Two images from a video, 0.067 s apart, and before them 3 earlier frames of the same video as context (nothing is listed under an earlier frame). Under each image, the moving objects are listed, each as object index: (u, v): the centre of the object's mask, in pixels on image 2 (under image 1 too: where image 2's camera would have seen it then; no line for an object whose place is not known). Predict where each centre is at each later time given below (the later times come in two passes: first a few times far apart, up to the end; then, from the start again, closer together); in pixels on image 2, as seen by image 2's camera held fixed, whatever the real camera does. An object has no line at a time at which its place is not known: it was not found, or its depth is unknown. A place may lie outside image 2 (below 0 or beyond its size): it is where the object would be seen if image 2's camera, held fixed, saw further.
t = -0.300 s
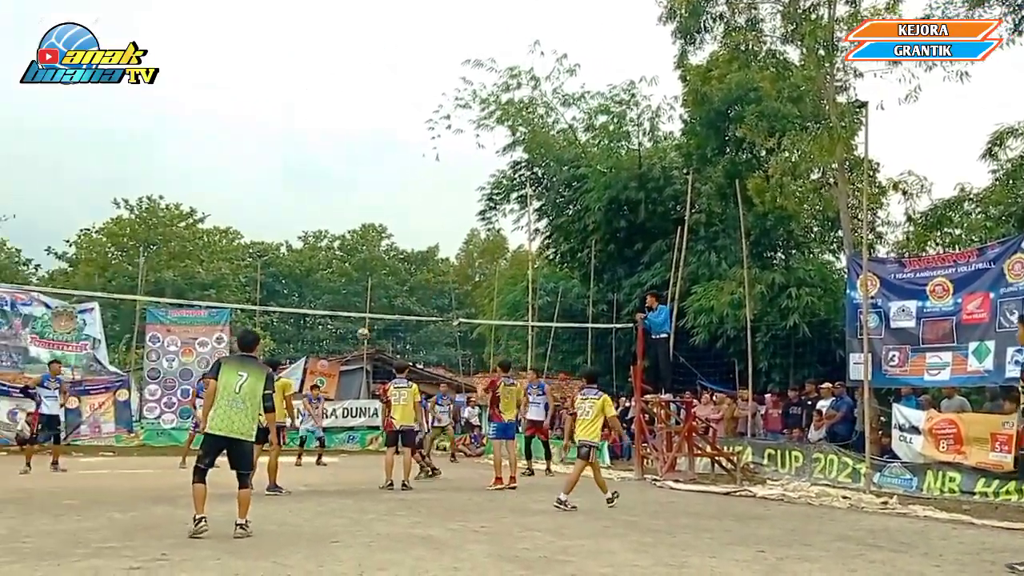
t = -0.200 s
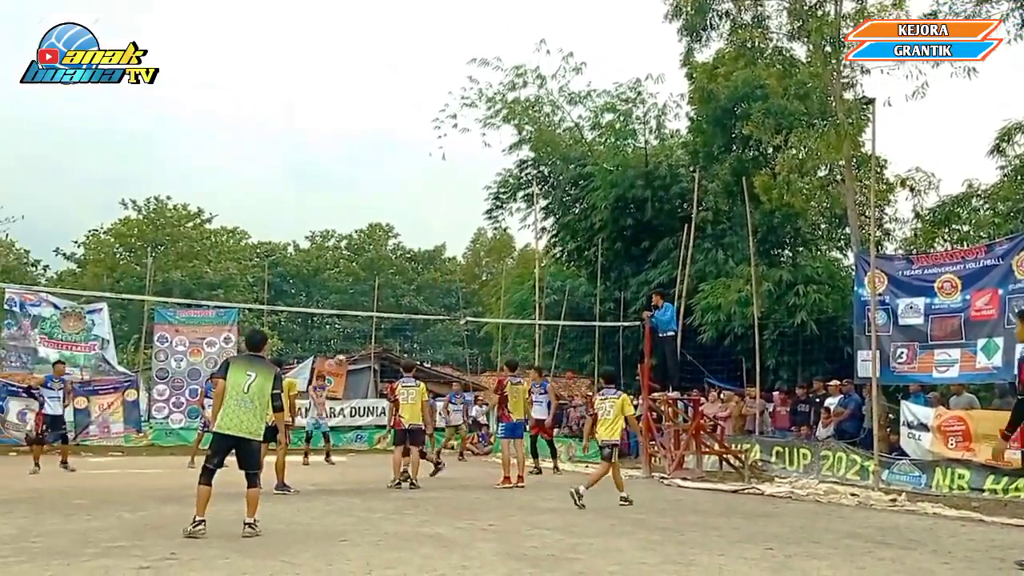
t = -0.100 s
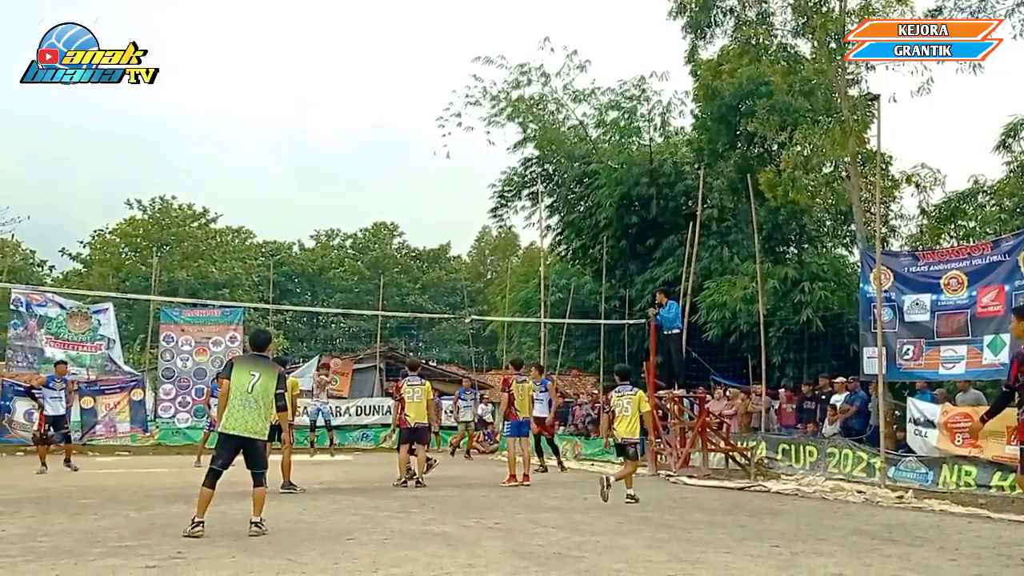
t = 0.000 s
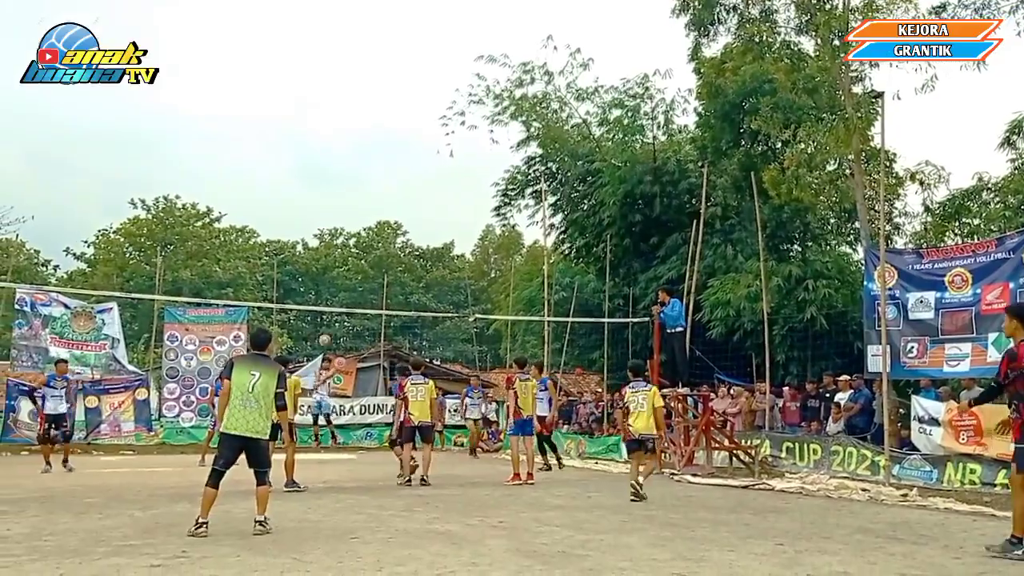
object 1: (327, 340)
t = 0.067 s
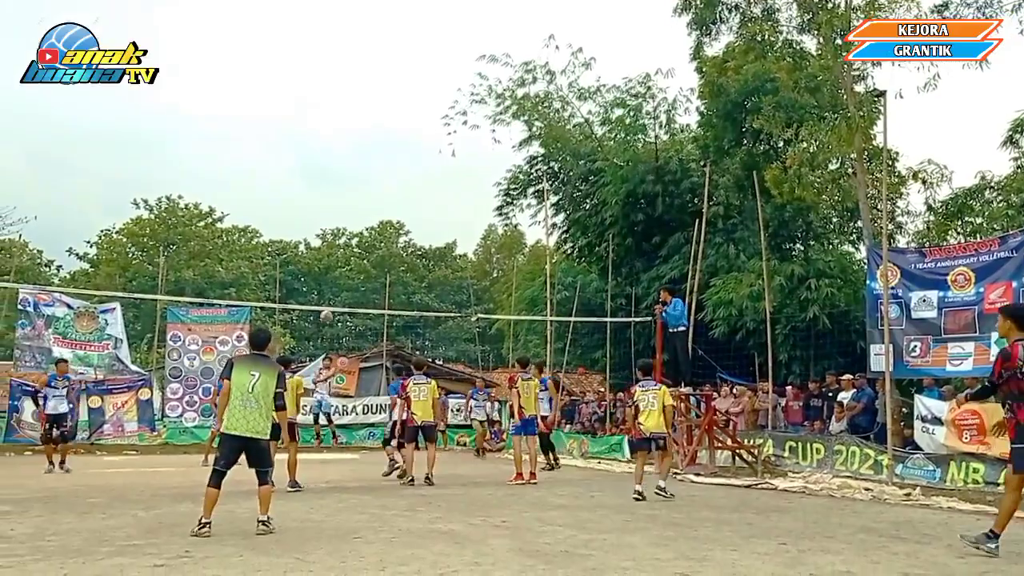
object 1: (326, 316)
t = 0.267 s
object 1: (322, 254)
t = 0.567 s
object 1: (312, 201)
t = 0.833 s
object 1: (302, 192)
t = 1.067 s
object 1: (292, 219)
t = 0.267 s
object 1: (322, 254)
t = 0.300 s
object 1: (320, 247)
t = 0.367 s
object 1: (319, 233)
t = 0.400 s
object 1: (318, 227)
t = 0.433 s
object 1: (316, 220)
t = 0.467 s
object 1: (315, 215)
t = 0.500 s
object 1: (314, 210)
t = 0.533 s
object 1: (313, 205)
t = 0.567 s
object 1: (312, 201)
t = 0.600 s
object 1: (311, 198)
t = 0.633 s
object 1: (310, 196)
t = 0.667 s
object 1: (309, 194)
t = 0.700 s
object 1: (308, 192)
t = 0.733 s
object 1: (306, 191)
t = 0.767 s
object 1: (305, 191)
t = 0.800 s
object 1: (304, 191)
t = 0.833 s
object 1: (302, 192)
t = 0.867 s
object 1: (301, 194)
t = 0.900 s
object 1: (300, 196)
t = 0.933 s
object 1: (298, 200)
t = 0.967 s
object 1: (297, 203)
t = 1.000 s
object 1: (295, 208)
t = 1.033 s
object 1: (294, 213)
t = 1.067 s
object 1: (292, 219)
